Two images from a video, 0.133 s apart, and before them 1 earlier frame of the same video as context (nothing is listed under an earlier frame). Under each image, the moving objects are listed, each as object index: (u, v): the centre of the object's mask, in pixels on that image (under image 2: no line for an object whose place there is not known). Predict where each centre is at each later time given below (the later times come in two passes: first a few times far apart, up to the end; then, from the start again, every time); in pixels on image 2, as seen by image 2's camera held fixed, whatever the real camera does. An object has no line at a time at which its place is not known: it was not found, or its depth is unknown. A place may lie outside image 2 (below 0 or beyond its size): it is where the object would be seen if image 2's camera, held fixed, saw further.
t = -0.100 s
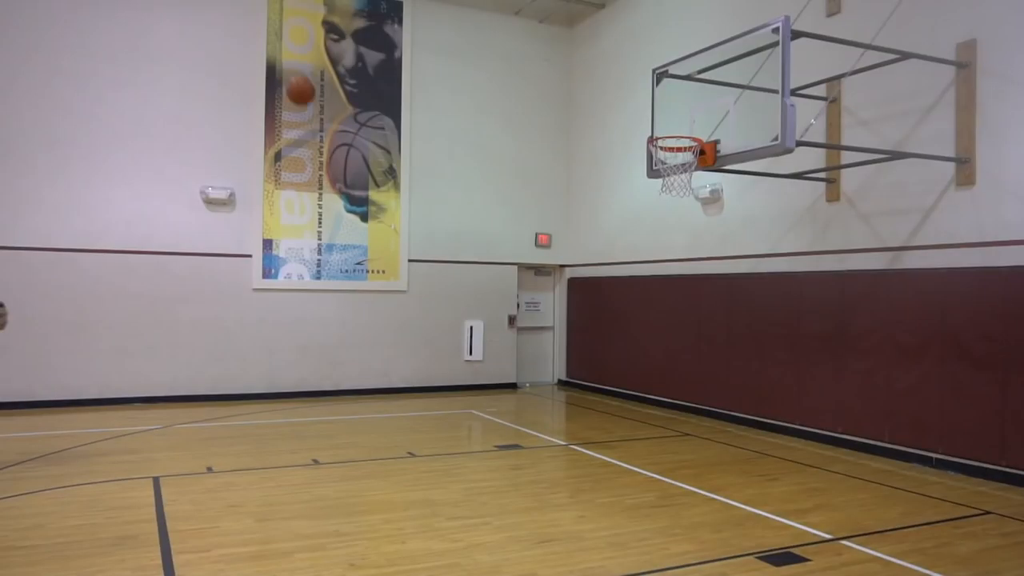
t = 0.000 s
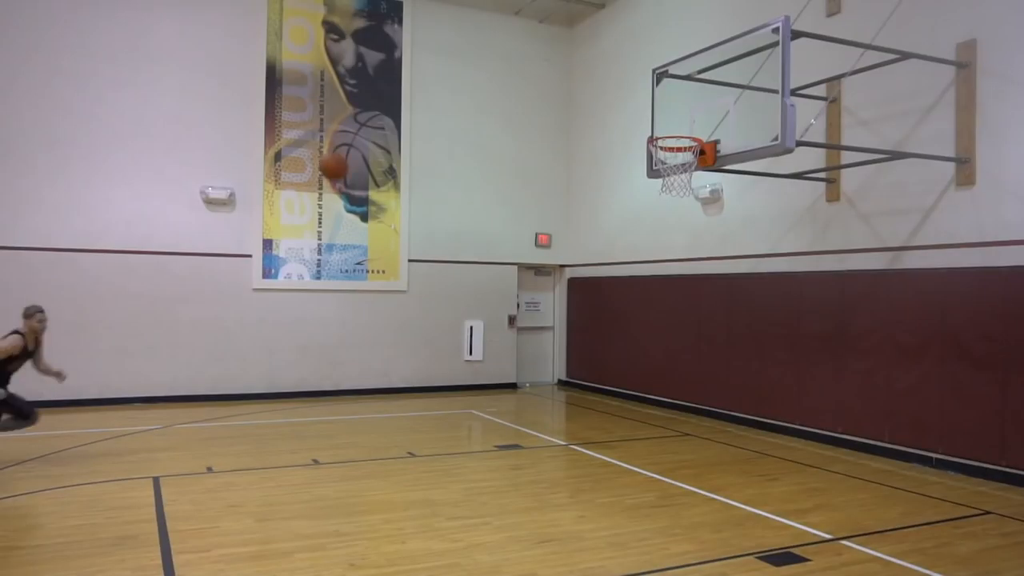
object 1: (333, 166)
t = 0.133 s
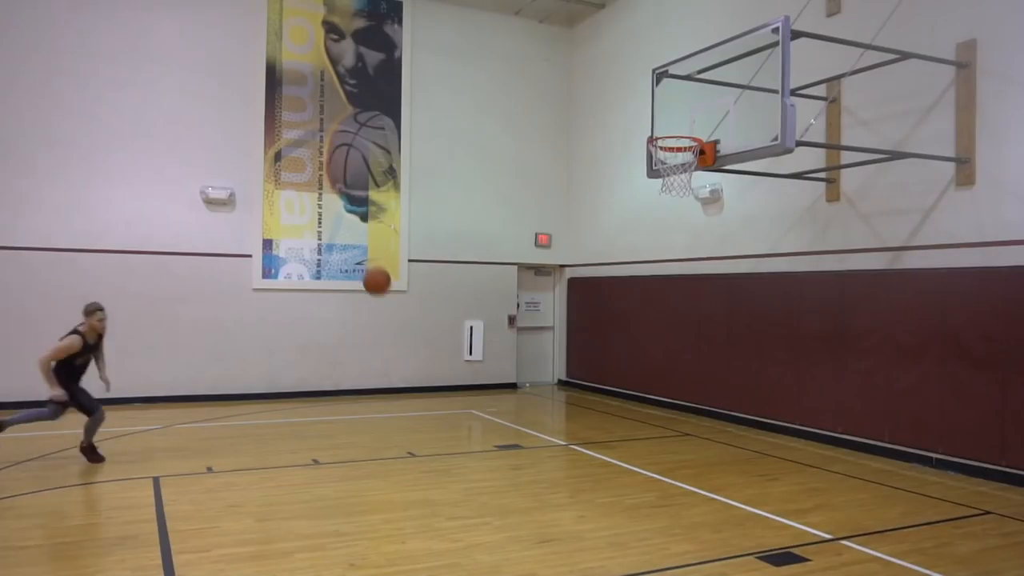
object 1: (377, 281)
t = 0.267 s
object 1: (419, 412)
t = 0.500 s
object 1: (452, 352)
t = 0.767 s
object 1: (474, 235)
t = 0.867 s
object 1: (482, 212)
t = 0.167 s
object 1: (387, 312)
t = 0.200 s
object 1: (398, 344)
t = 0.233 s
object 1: (408, 378)
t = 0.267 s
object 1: (419, 412)
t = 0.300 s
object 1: (429, 447)
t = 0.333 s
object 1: (437, 466)
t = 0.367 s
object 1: (440, 441)
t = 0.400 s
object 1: (443, 417)
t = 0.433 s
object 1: (446, 394)
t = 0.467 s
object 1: (449, 372)
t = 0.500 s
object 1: (452, 352)
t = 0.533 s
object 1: (454, 332)
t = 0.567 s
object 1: (457, 315)
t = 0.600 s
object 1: (460, 298)
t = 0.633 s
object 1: (463, 283)
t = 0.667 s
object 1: (466, 269)
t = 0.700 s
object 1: (468, 256)
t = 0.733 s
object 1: (471, 245)
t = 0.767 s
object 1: (474, 235)
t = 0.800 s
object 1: (476, 226)
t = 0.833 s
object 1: (479, 218)
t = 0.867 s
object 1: (482, 212)
